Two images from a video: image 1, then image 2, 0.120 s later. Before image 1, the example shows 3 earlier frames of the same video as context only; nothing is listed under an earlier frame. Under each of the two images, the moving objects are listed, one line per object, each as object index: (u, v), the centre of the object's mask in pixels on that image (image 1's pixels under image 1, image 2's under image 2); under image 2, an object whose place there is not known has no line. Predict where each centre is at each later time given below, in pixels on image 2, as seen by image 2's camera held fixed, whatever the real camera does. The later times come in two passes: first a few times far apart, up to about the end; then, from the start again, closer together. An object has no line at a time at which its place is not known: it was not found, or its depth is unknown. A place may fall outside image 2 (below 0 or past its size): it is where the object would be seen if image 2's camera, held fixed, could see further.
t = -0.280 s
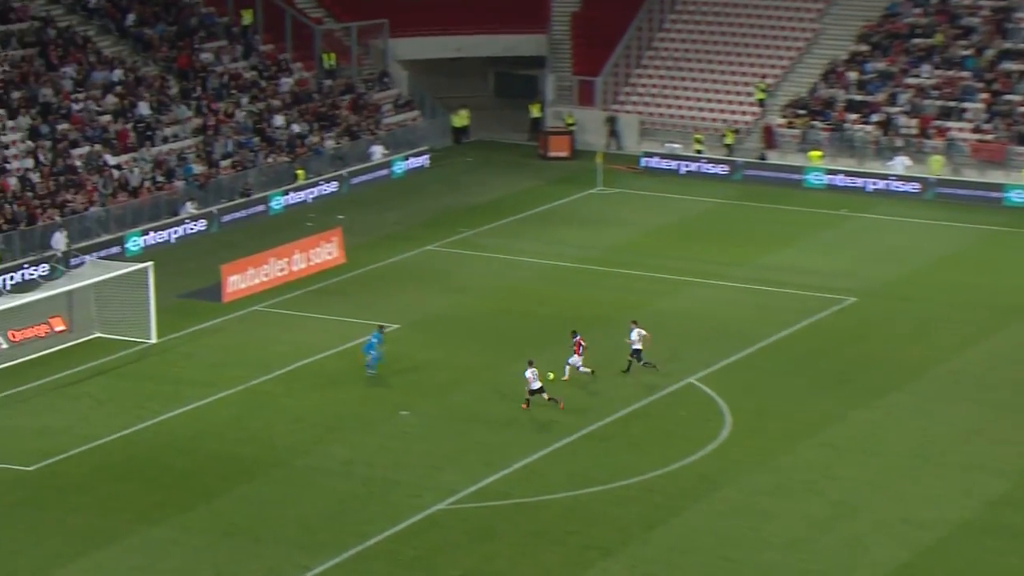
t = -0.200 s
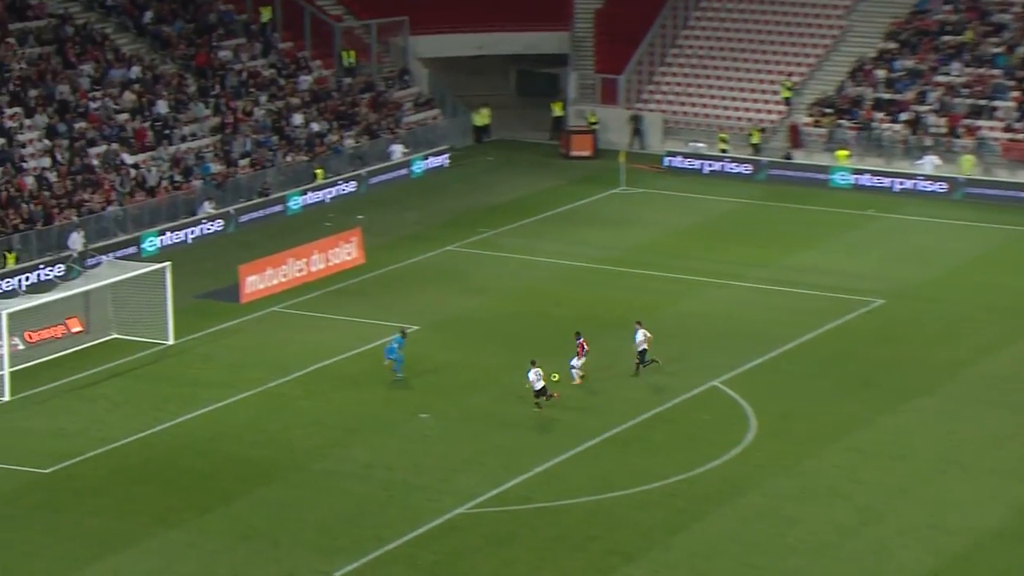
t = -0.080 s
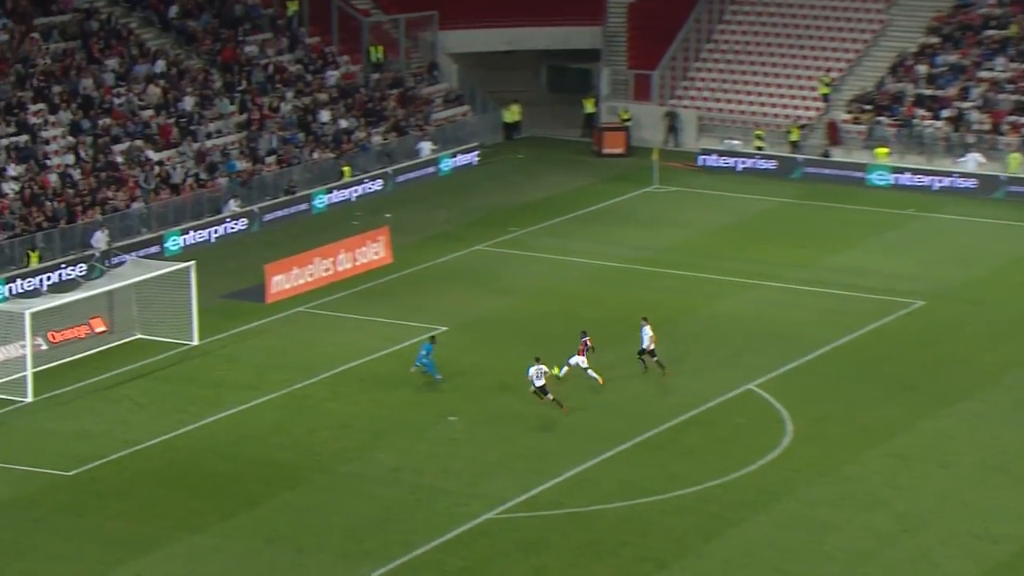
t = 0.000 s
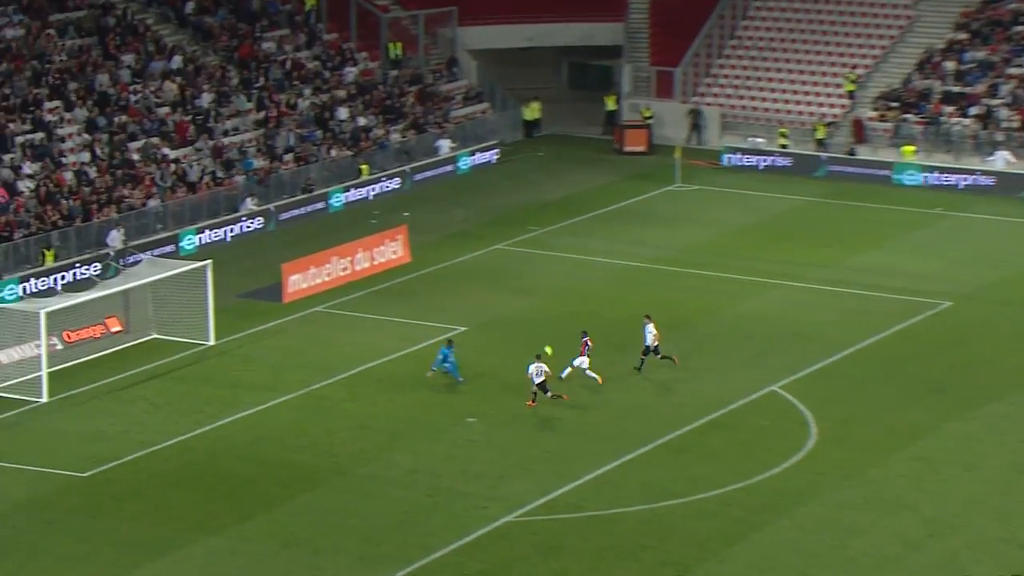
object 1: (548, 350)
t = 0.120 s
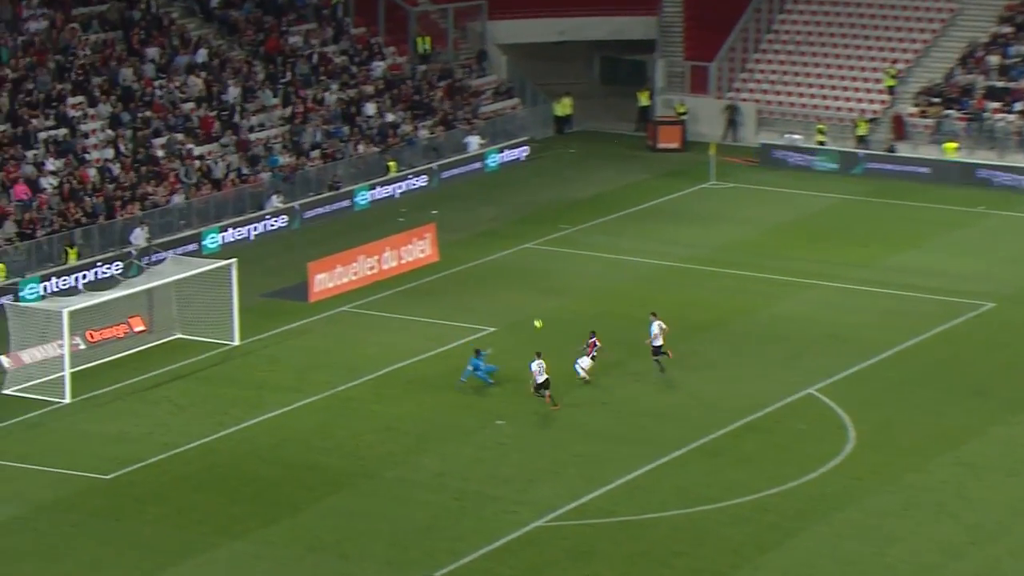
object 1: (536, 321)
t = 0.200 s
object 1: (511, 307)
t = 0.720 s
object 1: (340, 270)
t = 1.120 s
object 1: (221, 309)
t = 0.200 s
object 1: (511, 307)
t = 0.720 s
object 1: (340, 270)
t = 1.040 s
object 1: (244, 296)
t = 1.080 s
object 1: (232, 302)
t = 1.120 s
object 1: (221, 309)
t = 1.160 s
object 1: (209, 316)
